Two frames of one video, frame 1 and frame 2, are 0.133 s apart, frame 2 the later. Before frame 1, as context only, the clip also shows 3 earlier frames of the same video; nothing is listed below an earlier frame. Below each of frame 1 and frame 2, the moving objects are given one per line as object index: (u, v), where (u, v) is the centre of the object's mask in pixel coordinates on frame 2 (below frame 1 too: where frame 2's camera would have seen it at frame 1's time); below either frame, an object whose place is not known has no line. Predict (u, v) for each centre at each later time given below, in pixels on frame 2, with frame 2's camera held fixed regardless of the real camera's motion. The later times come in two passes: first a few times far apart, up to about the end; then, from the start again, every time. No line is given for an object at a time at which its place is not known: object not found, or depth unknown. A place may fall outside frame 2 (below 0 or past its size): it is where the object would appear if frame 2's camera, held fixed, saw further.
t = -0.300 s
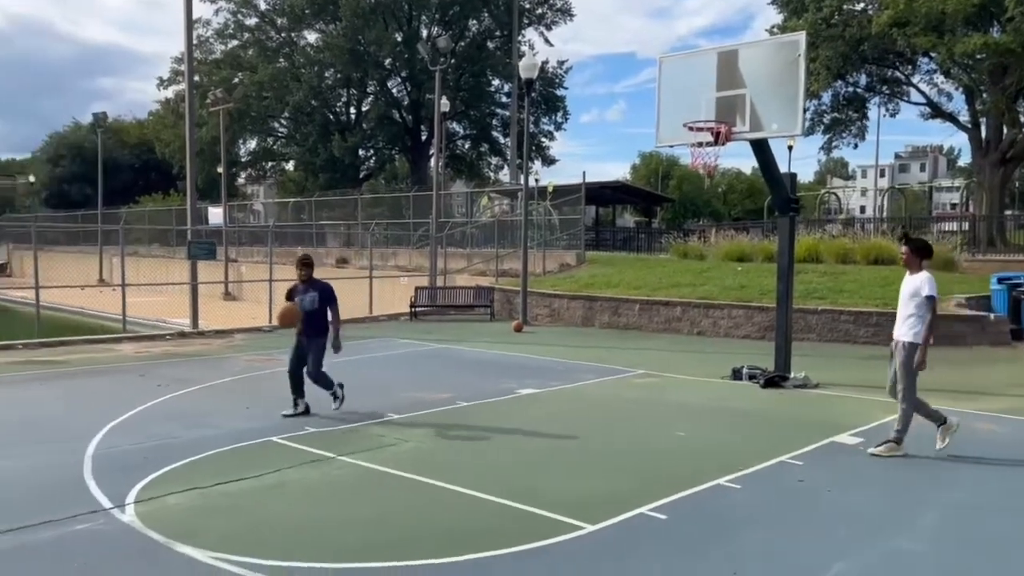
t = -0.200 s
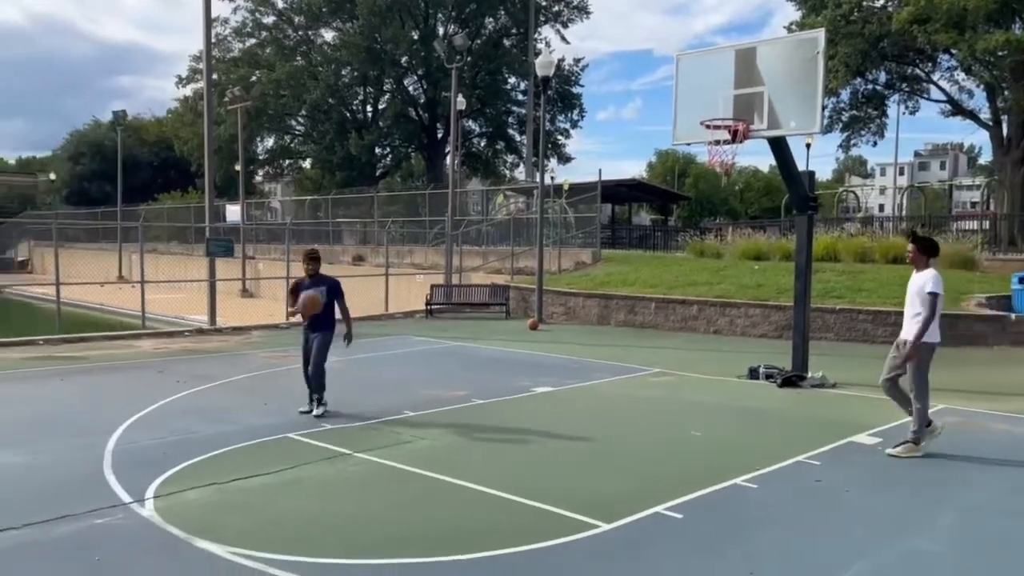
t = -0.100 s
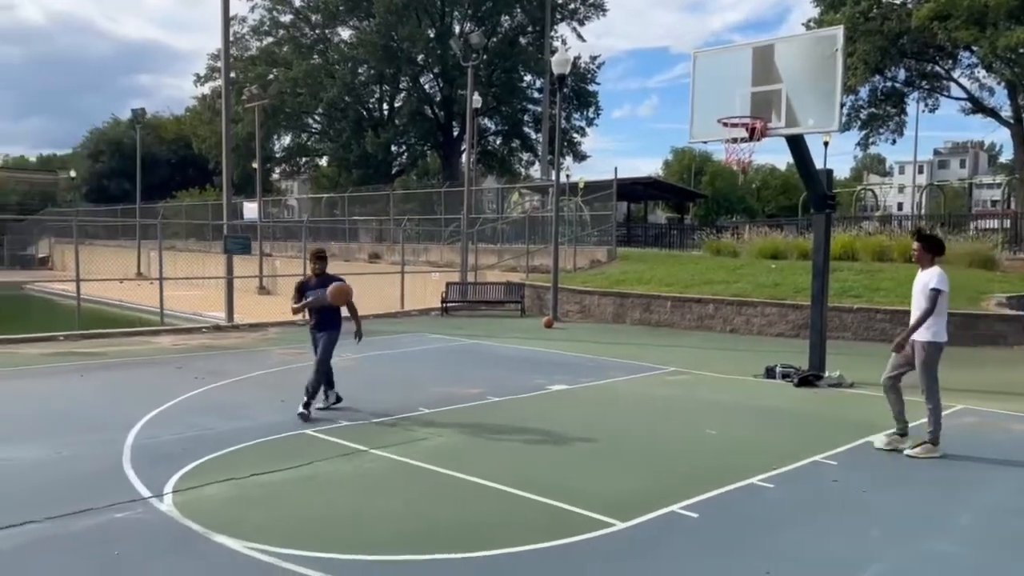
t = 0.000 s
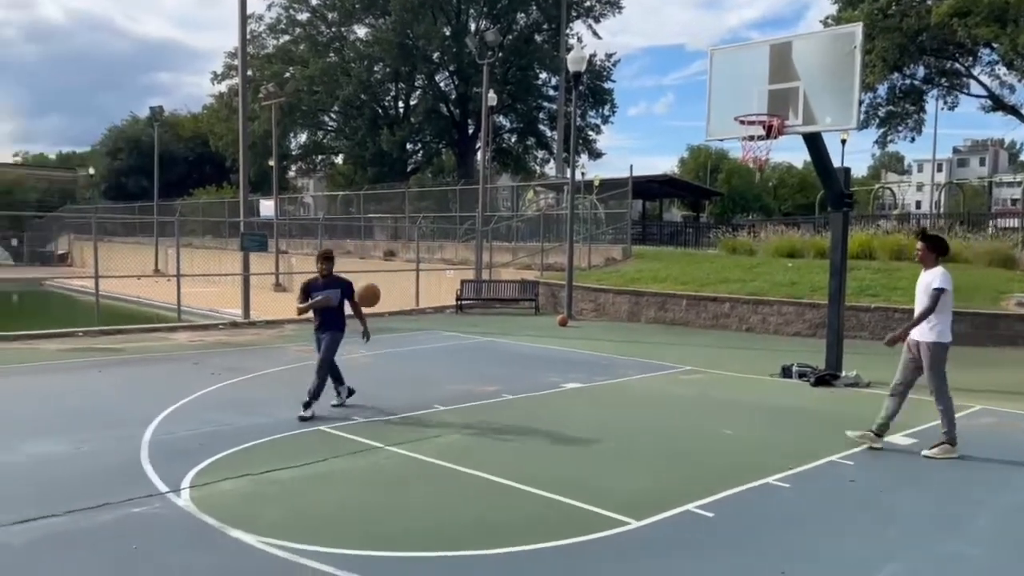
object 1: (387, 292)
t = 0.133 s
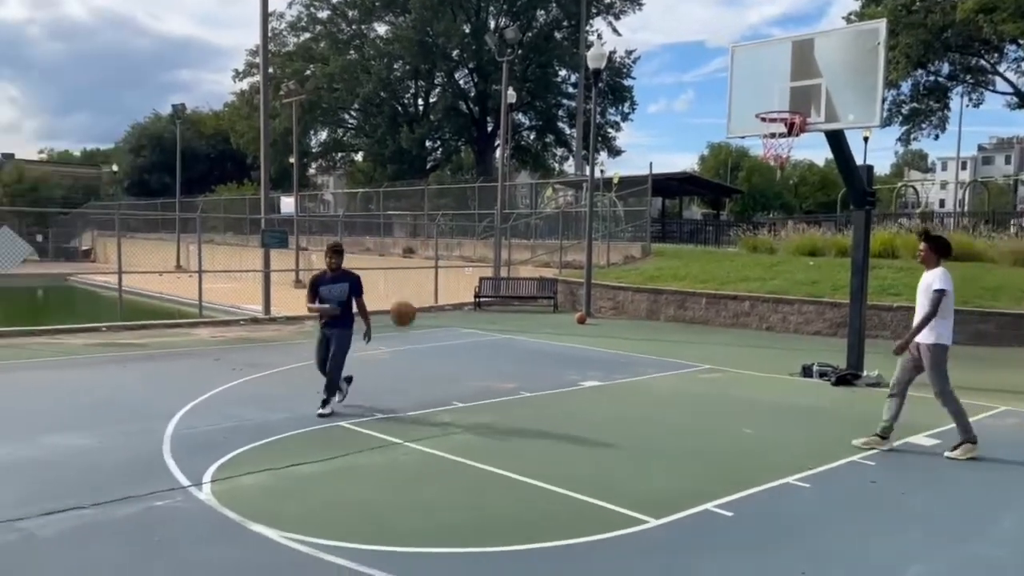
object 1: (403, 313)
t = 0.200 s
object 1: (410, 332)
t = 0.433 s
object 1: (437, 405)
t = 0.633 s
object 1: (458, 352)
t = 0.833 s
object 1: (478, 340)
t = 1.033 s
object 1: (497, 372)
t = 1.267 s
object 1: (520, 400)
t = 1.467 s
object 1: (539, 372)
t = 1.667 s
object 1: (558, 389)
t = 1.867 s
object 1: (575, 417)
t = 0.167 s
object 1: (406, 321)
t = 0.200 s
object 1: (410, 332)
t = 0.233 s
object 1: (414, 342)
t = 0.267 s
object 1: (418, 354)
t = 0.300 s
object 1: (422, 367)
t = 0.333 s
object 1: (425, 381)
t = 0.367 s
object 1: (429, 397)
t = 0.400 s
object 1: (433, 415)
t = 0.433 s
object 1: (437, 405)
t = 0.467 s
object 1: (441, 393)
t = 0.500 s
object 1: (444, 383)
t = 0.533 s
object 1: (448, 374)
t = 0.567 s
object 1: (451, 365)
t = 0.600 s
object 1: (455, 358)
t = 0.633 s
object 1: (458, 352)
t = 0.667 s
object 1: (462, 347)
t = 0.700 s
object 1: (466, 344)
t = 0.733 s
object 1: (468, 341)
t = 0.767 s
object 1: (472, 340)
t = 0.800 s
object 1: (475, 339)
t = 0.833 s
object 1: (478, 340)
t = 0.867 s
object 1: (482, 343)
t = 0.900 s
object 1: (485, 346)
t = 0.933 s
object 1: (489, 351)
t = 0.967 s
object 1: (491, 357)
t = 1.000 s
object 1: (495, 364)
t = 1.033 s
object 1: (497, 372)
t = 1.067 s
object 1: (500, 382)
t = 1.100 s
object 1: (503, 393)
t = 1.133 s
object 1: (506, 405)
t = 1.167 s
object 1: (509, 418)
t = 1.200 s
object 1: (512, 419)
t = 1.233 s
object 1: (516, 409)
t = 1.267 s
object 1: (520, 400)
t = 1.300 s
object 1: (523, 393)
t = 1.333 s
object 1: (526, 386)
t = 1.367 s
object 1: (530, 381)
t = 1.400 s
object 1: (533, 377)
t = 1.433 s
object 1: (536, 374)
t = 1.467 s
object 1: (539, 372)
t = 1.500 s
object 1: (543, 372)
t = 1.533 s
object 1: (546, 373)
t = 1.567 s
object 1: (549, 375)
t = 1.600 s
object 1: (552, 378)
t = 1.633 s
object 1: (555, 383)
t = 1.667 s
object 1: (558, 389)
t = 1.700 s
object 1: (560, 397)
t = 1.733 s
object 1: (563, 405)
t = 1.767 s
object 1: (566, 415)
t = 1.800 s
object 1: (569, 426)
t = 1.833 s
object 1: (572, 425)
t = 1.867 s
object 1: (575, 417)
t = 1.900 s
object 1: (579, 410)
